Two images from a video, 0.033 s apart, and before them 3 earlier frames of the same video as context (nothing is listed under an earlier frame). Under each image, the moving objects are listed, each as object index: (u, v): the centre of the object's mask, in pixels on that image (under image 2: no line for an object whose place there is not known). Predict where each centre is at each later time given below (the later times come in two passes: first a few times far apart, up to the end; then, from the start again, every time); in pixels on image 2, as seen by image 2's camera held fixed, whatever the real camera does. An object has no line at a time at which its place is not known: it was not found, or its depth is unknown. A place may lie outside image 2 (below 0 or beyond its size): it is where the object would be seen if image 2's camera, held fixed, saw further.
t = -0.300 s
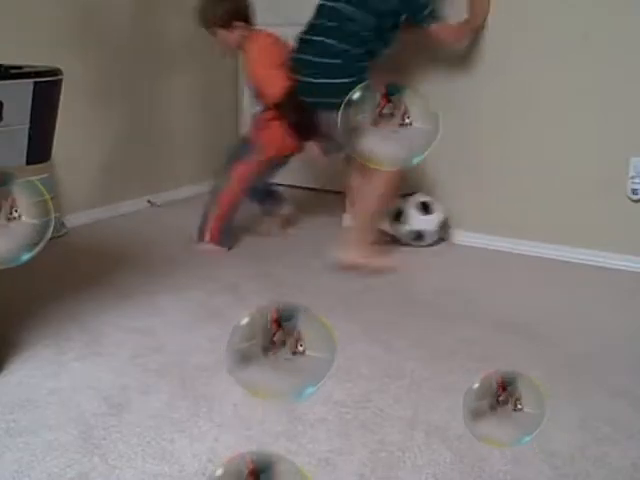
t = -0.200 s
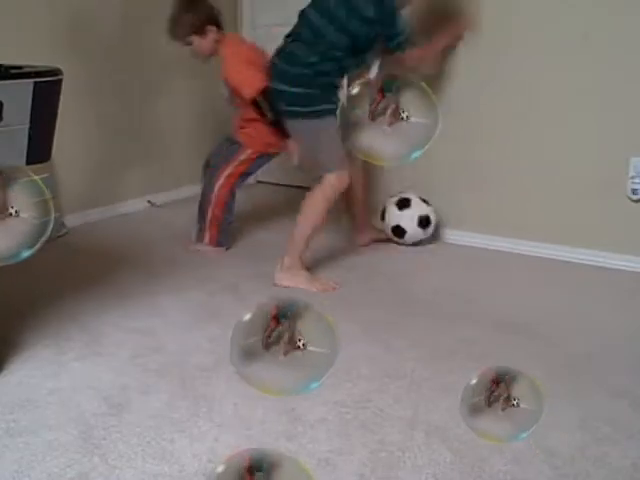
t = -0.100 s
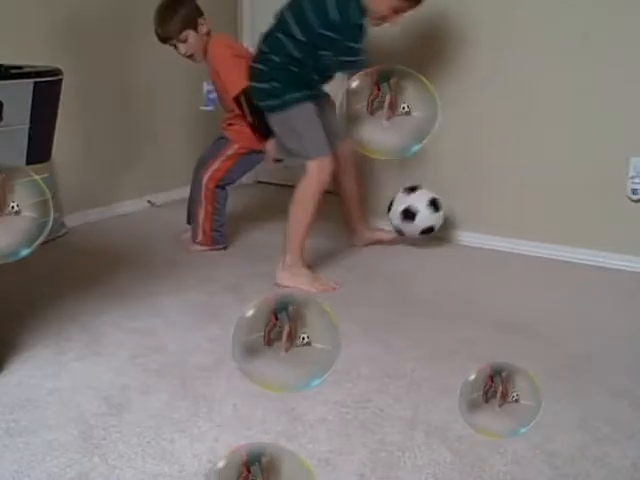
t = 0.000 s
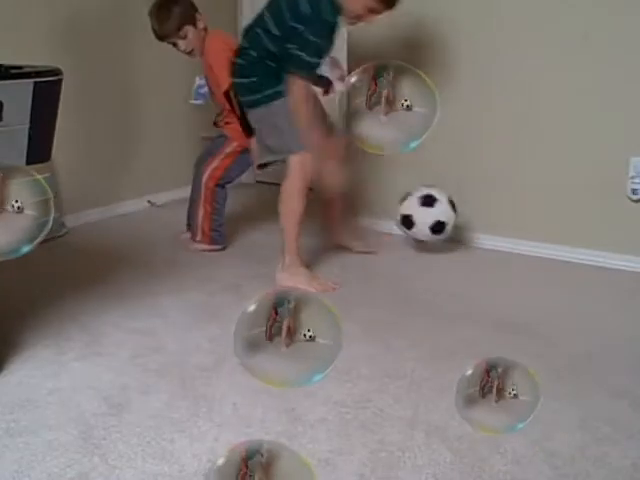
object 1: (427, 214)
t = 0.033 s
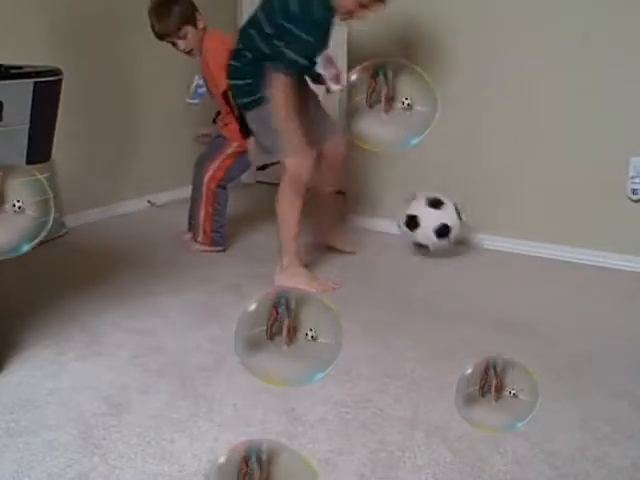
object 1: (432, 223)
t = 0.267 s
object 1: (444, 248)
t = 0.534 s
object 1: (450, 259)
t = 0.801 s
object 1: (453, 269)
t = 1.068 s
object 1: (460, 277)
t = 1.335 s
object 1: (464, 279)
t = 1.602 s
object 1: (463, 275)
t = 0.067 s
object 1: (435, 234)
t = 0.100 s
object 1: (437, 243)
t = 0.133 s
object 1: (439, 246)
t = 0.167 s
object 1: (440, 244)
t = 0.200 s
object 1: (442, 243)
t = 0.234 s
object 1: (443, 244)
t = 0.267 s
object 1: (444, 248)
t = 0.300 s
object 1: (446, 251)
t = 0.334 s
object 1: (446, 251)
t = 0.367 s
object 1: (447, 252)
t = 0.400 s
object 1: (448, 254)
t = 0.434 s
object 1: (449, 256)
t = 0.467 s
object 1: (449, 258)
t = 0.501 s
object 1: (450, 259)
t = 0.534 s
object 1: (450, 259)
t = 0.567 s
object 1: (450, 261)
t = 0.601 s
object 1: (450, 262)
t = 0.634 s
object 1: (450, 264)
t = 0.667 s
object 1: (450, 265)
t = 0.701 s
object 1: (450, 268)
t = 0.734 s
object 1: (451, 269)
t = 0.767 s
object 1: (452, 268)
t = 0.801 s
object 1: (453, 269)
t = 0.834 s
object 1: (454, 270)
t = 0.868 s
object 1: (455, 271)
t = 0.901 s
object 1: (456, 272)
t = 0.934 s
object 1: (457, 273)
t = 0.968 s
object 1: (458, 274)
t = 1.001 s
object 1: (459, 275)
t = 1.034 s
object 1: (460, 276)
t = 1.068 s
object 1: (460, 277)
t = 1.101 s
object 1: (461, 278)
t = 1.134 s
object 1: (462, 278)
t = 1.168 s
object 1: (463, 278)
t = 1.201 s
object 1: (463, 278)
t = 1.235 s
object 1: (463, 279)
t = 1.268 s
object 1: (464, 278)
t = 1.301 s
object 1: (464, 278)
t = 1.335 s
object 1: (464, 279)
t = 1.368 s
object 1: (464, 279)
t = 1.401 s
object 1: (464, 278)
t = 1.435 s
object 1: (463, 277)
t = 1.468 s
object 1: (463, 277)
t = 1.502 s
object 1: (463, 276)
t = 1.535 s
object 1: (463, 276)
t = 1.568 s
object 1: (463, 276)
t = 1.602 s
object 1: (463, 275)
